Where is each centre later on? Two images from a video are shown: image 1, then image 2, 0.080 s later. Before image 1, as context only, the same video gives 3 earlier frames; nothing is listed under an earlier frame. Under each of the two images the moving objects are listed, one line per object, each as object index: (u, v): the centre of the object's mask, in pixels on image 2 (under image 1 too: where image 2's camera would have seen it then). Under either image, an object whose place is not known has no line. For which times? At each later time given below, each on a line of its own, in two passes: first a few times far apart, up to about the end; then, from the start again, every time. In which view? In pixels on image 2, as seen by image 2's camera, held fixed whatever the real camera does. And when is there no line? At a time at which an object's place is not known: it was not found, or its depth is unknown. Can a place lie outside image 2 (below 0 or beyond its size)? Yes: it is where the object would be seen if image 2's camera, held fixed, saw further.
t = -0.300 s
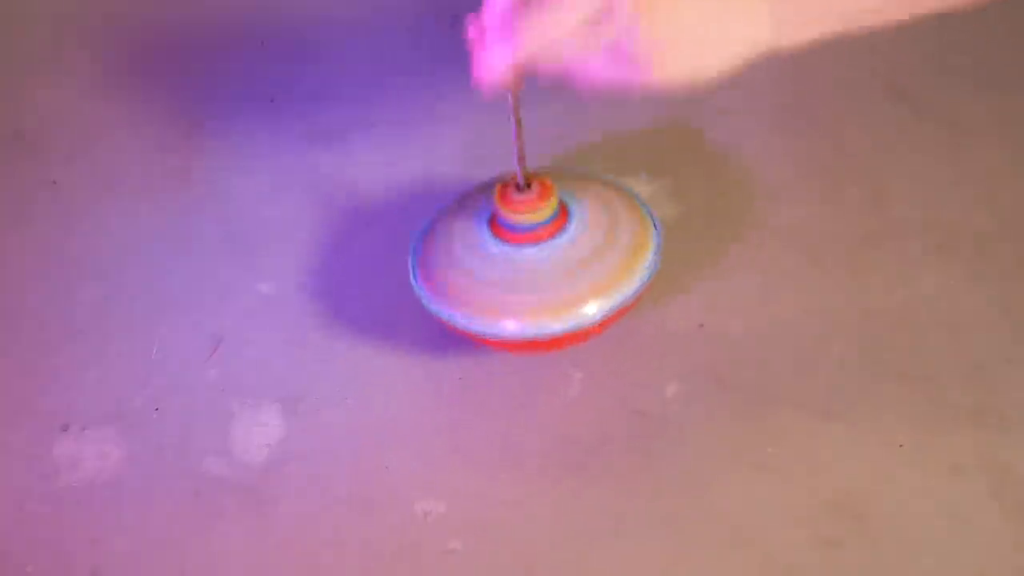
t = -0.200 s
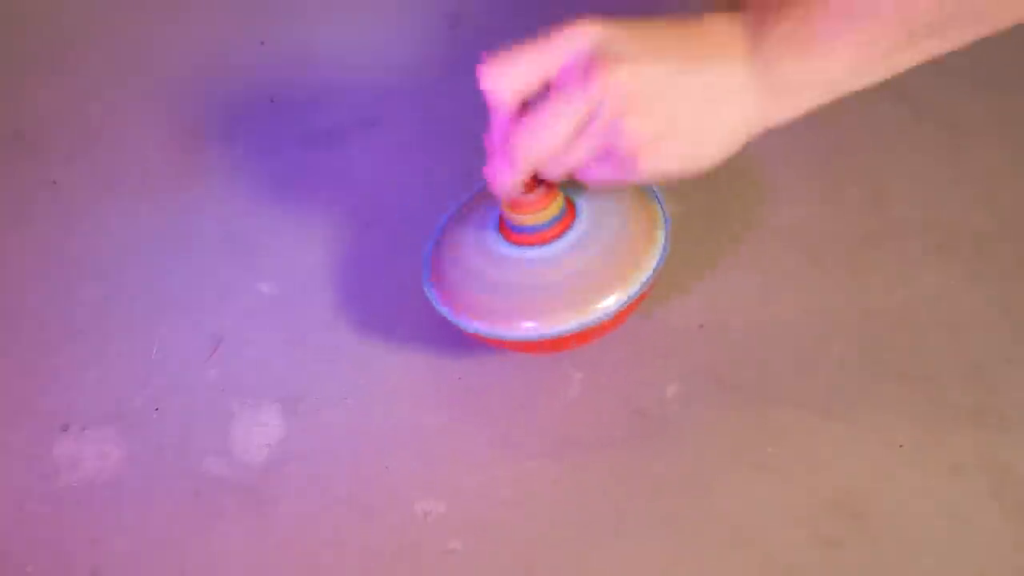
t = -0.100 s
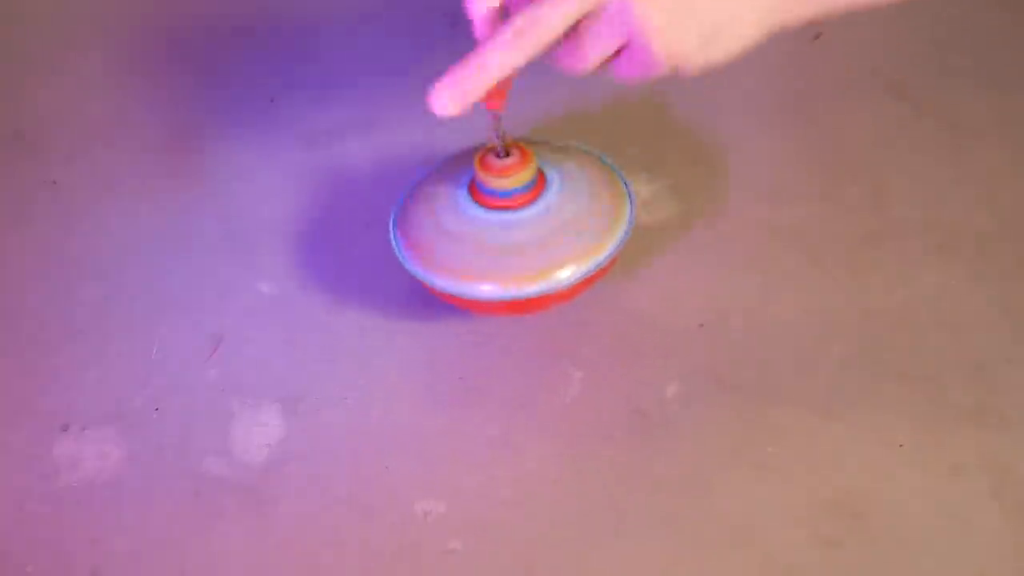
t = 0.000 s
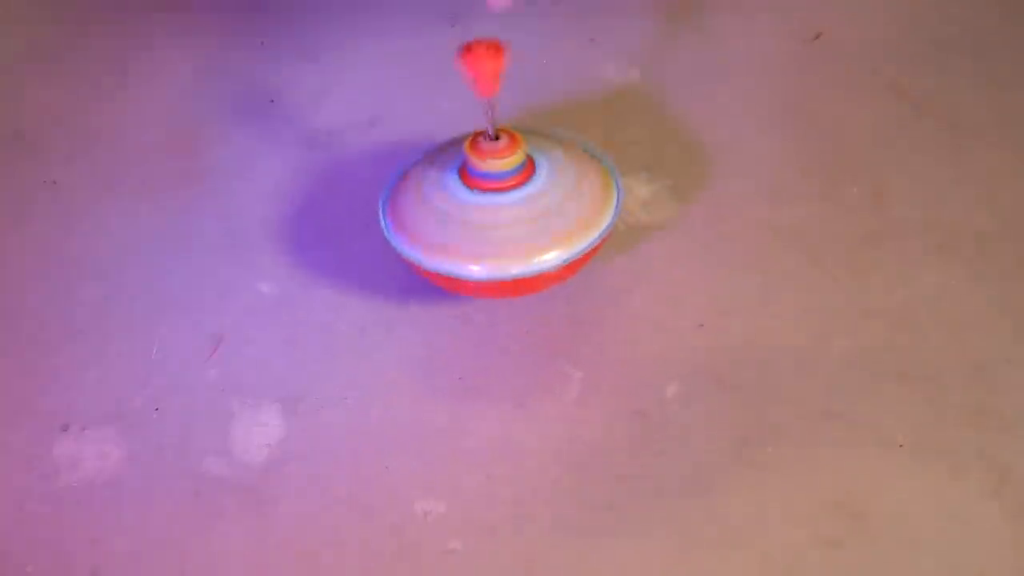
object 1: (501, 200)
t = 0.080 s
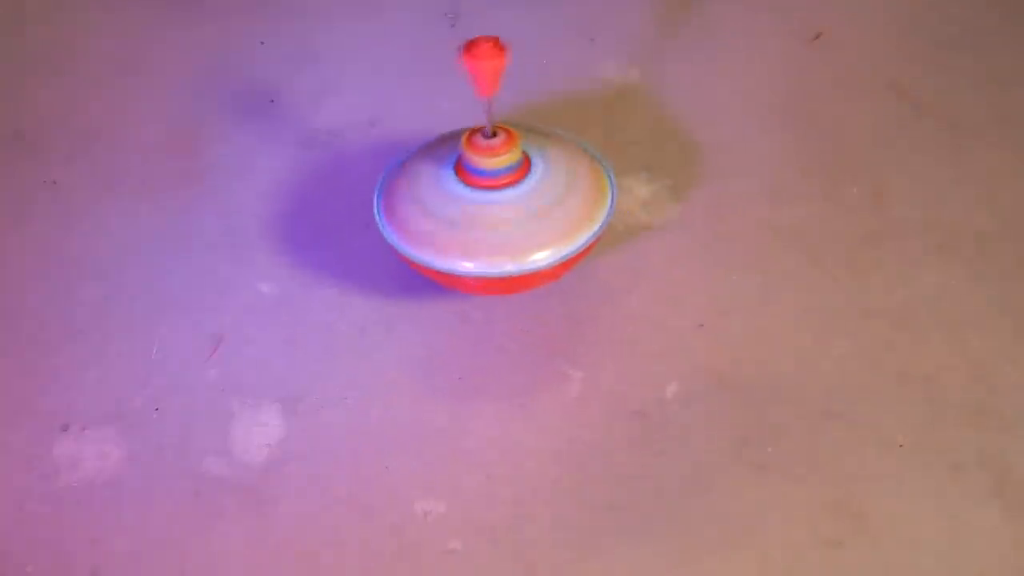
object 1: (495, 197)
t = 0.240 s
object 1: (464, 195)
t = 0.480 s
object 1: (412, 186)
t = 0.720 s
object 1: (378, 170)
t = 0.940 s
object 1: (356, 151)
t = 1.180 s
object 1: (346, 128)
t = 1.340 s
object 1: (345, 114)
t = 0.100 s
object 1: (493, 196)
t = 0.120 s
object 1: (490, 196)
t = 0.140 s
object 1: (486, 196)
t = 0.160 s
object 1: (482, 196)
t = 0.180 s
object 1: (478, 196)
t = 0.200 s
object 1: (474, 195)
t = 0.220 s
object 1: (470, 196)
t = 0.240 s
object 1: (464, 195)
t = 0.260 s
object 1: (460, 195)
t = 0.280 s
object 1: (455, 195)
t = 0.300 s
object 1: (450, 195)
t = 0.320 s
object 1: (446, 194)
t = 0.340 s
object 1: (442, 193)
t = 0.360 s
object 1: (437, 193)
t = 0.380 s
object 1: (432, 193)
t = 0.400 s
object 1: (428, 192)
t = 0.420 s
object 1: (423, 191)
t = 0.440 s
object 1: (419, 189)
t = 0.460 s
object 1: (415, 188)
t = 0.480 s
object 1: (412, 186)
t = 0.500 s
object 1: (409, 185)
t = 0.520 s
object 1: (406, 184)
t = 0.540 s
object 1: (403, 183)
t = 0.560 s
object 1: (400, 182)
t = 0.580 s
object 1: (397, 182)
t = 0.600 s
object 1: (395, 180)
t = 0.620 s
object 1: (392, 179)
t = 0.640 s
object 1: (389, 177)
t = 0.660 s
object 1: (386, 175)
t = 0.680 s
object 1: (383, 173)
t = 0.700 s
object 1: (381, 172)
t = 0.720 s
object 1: (378, 170)
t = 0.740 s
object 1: (376, 169)
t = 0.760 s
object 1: (373, 167)
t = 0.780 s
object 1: (371, 165)
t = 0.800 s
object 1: (369, 164)
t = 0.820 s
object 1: (367, 162)
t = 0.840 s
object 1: (365, 160)
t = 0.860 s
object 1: (363, 159)
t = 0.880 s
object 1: (361, 157)
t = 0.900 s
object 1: (359, 155)
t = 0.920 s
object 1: (358, 153)
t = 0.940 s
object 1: (356, 151)
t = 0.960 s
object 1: (355, 149)
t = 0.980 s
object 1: (353, 147)
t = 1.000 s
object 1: (353, 145)
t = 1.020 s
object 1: (351, 143)
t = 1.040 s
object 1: (350, 141)
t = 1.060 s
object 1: (349, 140)
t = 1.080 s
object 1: (349, 137)
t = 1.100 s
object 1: (348, 135)
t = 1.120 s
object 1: (347, 133)
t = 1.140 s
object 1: (347, 131)
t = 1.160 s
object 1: (347, 129)
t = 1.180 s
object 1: (346, 128)
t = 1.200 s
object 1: (346, 126)
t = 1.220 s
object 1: (345, 124)
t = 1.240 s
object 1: (345, 123)
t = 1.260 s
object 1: (345, 121)
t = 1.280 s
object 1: (345, 119)
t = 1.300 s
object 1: (345, 118)
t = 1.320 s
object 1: (345, 116)
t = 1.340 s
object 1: (345, 114)
